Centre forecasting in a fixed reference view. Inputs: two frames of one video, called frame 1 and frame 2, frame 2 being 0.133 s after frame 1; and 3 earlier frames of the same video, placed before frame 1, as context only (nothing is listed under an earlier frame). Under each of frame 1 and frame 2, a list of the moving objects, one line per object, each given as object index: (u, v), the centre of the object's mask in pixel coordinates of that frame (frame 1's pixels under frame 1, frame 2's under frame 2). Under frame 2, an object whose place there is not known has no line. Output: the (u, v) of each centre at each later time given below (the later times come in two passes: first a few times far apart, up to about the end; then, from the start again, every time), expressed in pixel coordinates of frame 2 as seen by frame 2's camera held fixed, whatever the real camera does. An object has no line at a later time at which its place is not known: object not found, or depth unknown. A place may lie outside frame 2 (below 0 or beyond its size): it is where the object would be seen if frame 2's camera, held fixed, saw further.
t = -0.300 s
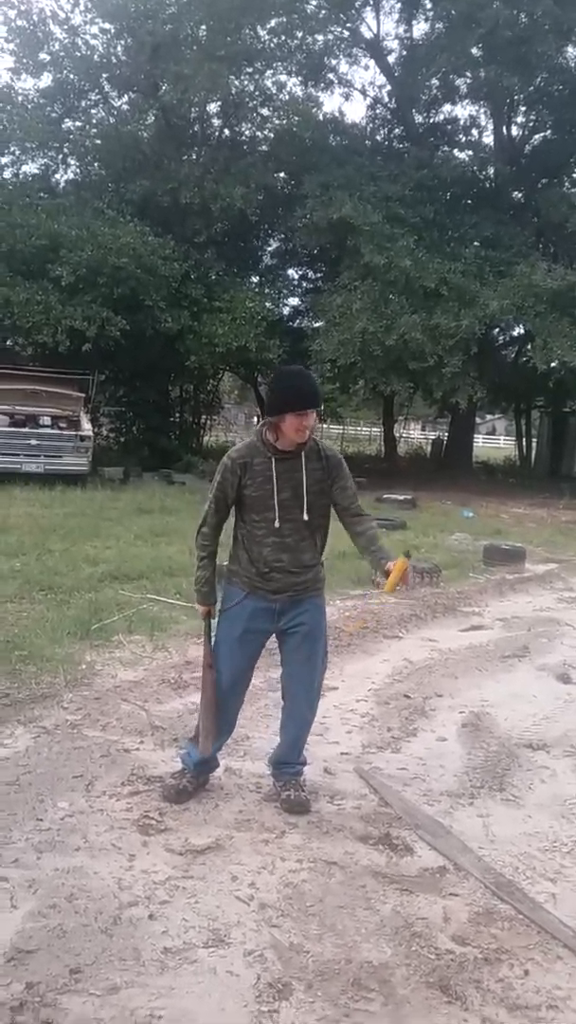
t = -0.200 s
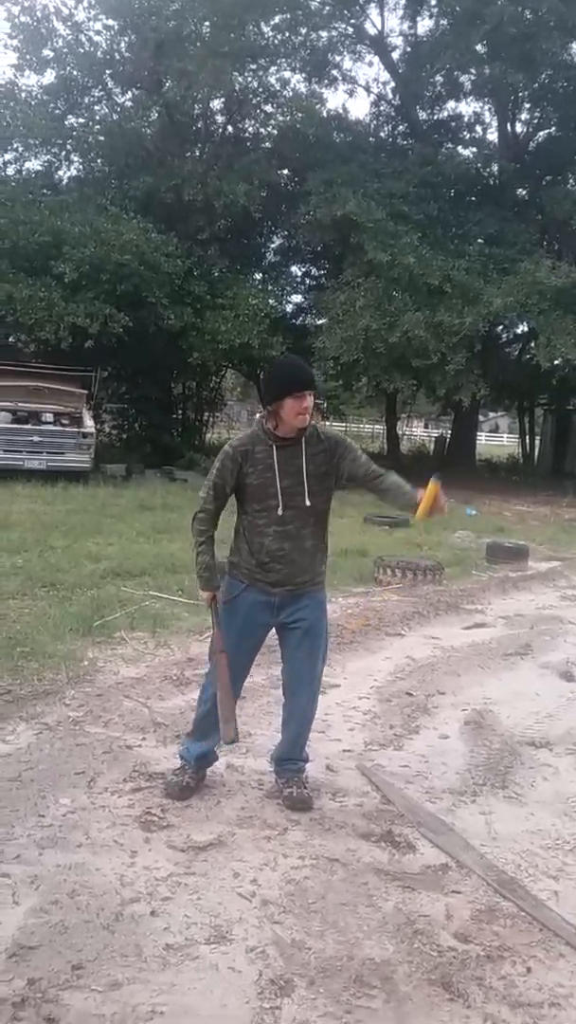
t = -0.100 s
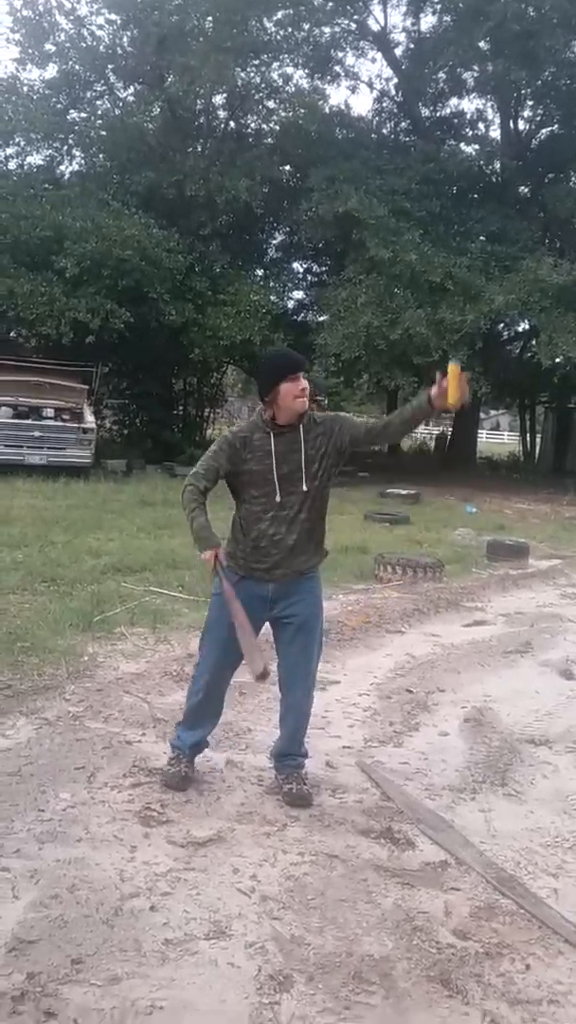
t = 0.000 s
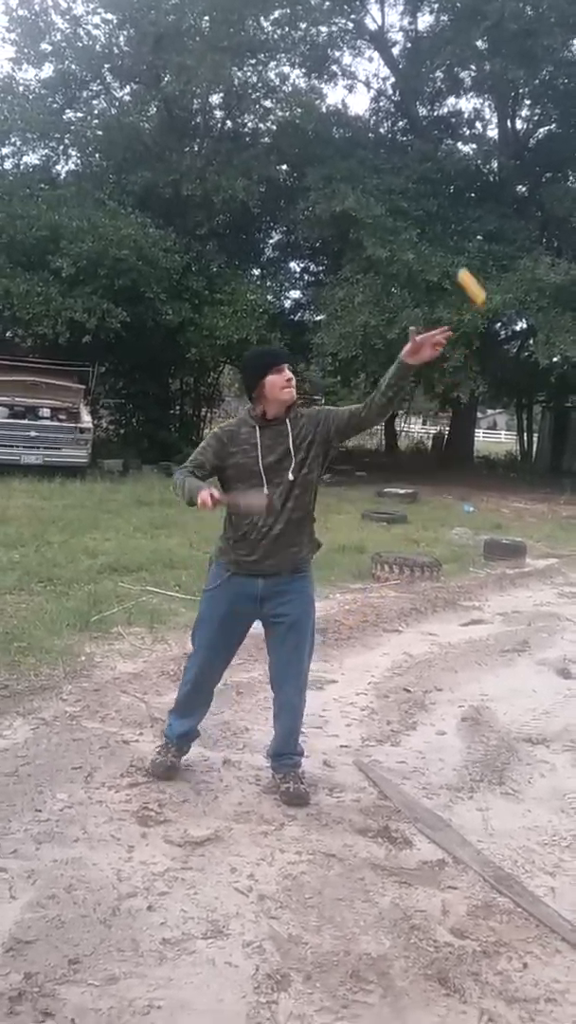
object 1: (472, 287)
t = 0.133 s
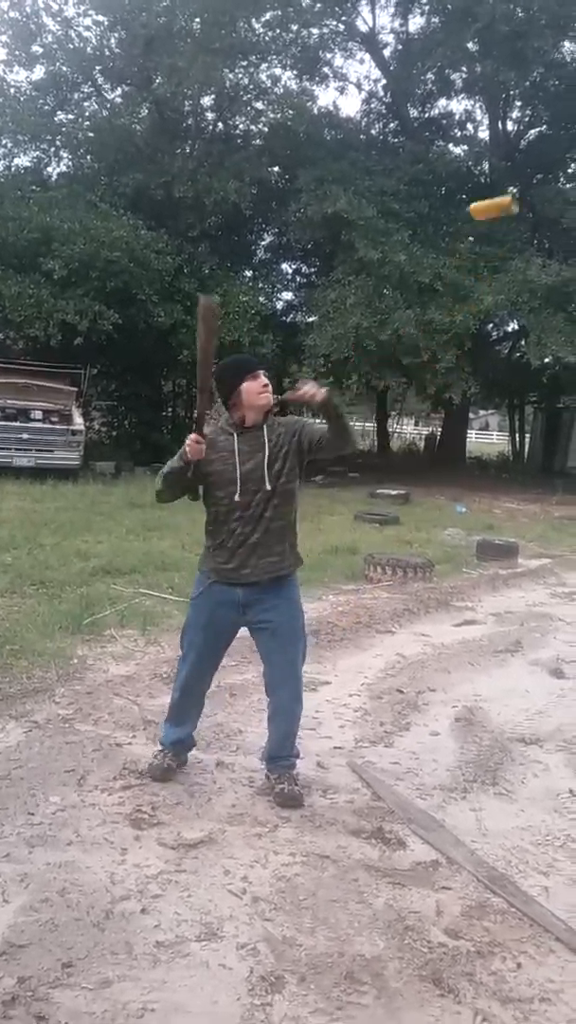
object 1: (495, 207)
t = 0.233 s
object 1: (517, 179)
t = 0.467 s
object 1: (571, 224)
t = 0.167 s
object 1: (502, 195)
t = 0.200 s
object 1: (510, 185)
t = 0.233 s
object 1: (517, 179)
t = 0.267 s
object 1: (525, 176)
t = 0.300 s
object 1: (532, 175)
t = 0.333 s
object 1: (540, 178)
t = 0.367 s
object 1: (547, 185)
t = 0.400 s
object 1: (555, 196)
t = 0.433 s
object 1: (563, 208)
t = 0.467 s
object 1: (571, 224)
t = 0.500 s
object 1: (576, 241)
